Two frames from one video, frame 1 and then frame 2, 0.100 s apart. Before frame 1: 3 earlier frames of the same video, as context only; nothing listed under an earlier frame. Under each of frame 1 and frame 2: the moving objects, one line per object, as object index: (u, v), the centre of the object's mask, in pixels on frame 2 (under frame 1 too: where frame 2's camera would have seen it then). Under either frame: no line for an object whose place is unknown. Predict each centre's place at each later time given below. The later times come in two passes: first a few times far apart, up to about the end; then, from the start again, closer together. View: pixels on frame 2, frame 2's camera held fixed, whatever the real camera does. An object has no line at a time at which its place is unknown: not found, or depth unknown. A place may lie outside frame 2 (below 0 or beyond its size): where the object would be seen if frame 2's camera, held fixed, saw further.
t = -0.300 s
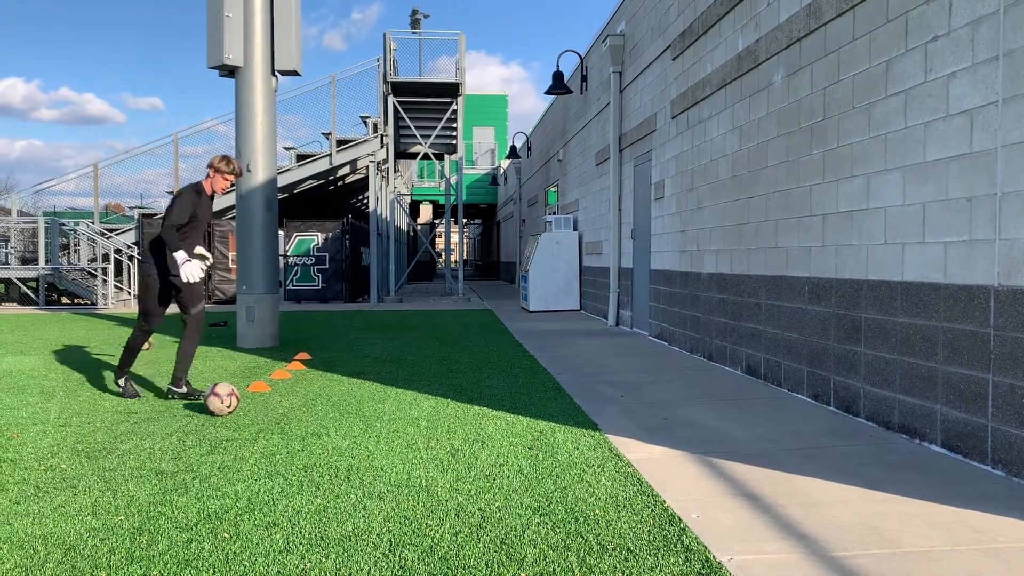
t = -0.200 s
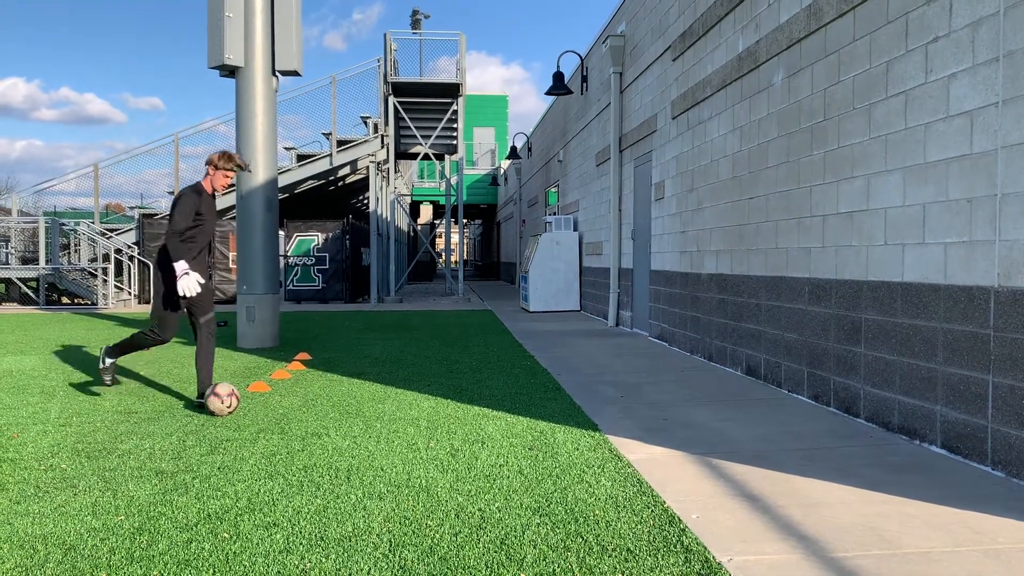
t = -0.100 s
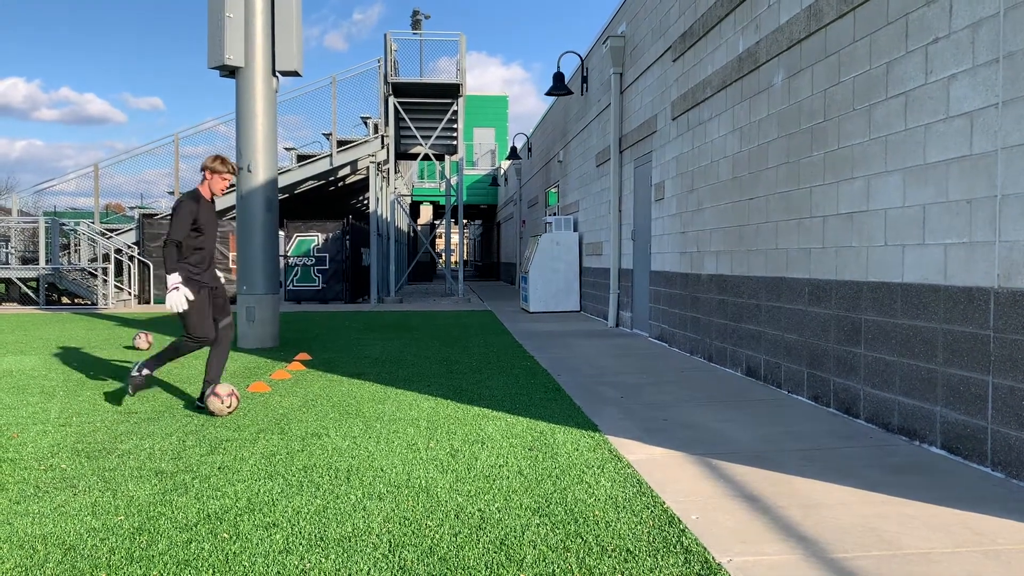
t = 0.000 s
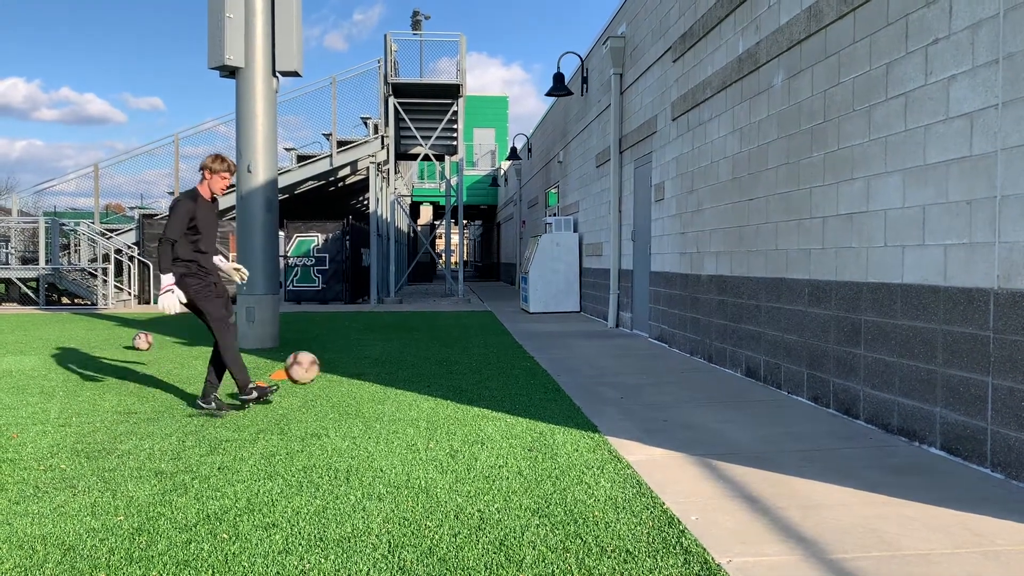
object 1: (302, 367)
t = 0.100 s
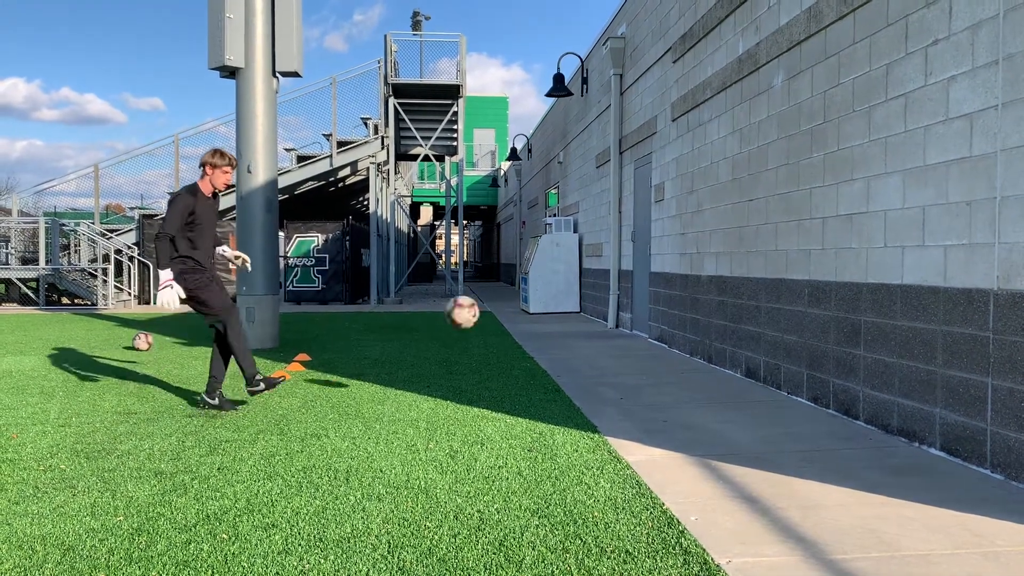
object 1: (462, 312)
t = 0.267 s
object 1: (725, 250)
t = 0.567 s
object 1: (544, 322)
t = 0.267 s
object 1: (725, 250)
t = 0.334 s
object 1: (821, 237)
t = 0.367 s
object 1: (783, 243)
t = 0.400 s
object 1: (745, 251)
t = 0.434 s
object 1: (705, 261)
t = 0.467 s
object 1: (665, 273)
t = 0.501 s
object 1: (625, 288)
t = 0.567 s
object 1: (544, 322)
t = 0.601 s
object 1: (502, 341)
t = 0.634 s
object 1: (459, 364)
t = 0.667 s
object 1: (414, 390)
